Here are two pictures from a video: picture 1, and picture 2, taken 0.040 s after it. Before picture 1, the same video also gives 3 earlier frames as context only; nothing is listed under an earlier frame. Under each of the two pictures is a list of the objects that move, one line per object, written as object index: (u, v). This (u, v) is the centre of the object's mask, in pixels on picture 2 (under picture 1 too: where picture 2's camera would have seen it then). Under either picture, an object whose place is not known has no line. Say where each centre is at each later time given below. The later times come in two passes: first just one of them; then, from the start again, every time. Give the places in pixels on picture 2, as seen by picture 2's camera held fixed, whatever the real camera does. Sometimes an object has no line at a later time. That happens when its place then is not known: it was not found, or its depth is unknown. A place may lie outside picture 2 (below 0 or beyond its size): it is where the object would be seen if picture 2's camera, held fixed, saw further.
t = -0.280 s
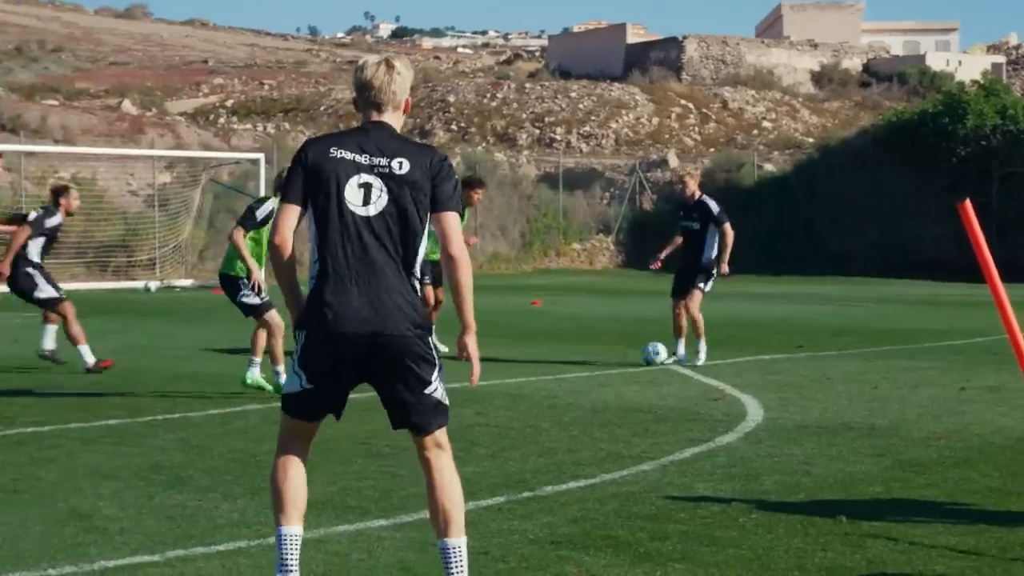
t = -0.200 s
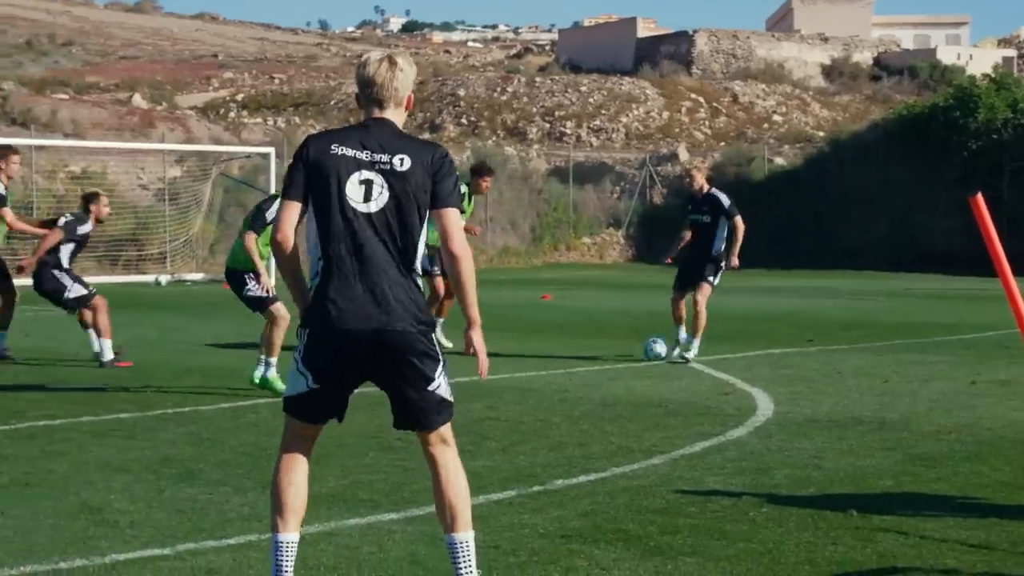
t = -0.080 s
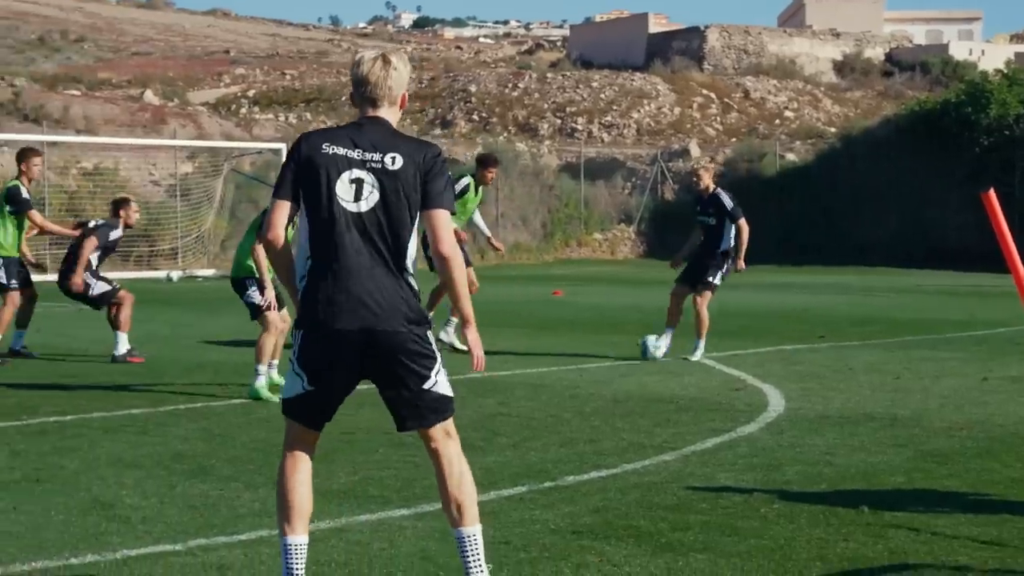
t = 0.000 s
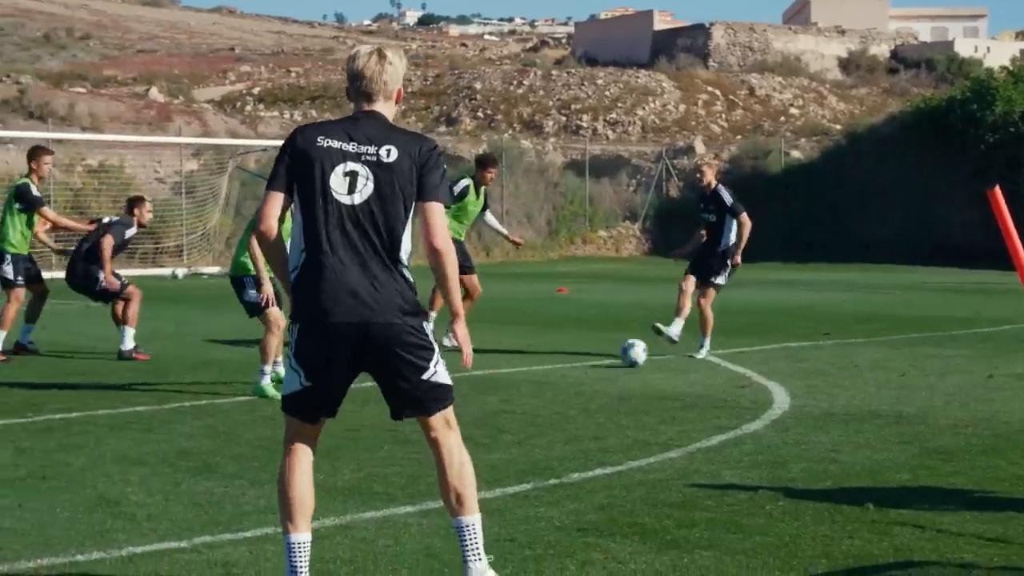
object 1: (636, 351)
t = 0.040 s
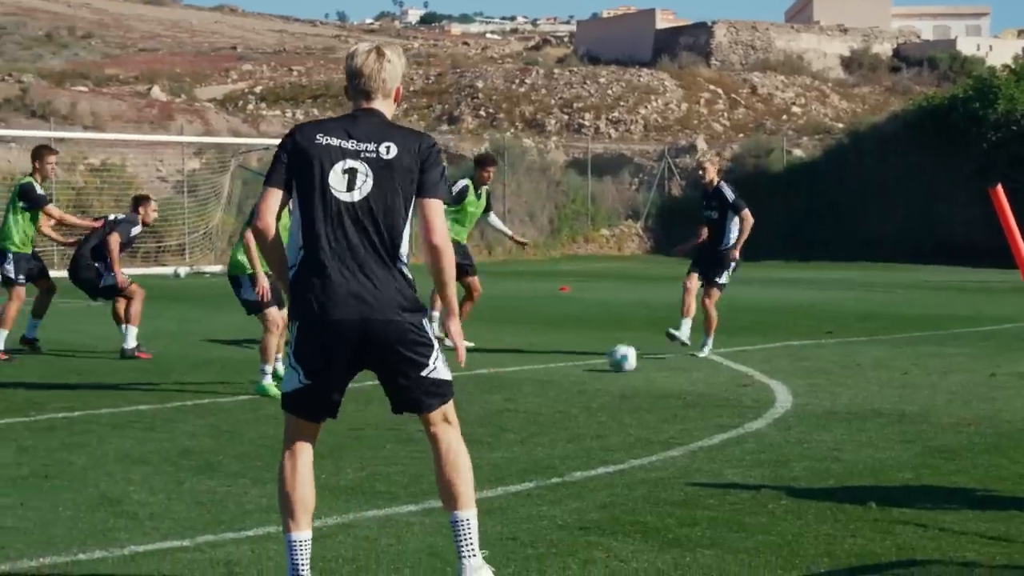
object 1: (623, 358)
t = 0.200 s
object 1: (569, 378)
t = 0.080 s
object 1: (610, 362)
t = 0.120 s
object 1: (597, 365)
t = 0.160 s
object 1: (583, 371)
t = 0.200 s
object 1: (569, 378)
